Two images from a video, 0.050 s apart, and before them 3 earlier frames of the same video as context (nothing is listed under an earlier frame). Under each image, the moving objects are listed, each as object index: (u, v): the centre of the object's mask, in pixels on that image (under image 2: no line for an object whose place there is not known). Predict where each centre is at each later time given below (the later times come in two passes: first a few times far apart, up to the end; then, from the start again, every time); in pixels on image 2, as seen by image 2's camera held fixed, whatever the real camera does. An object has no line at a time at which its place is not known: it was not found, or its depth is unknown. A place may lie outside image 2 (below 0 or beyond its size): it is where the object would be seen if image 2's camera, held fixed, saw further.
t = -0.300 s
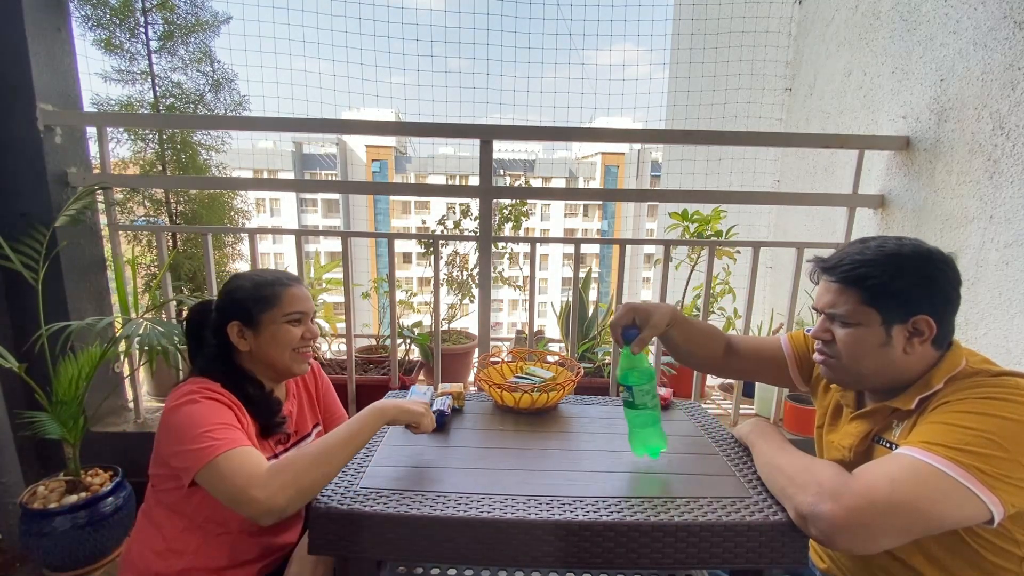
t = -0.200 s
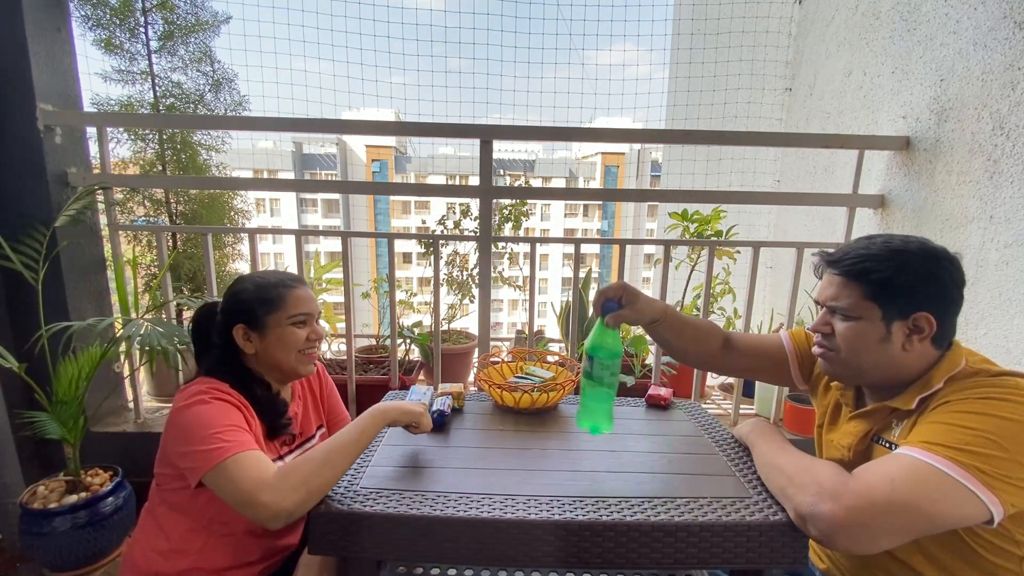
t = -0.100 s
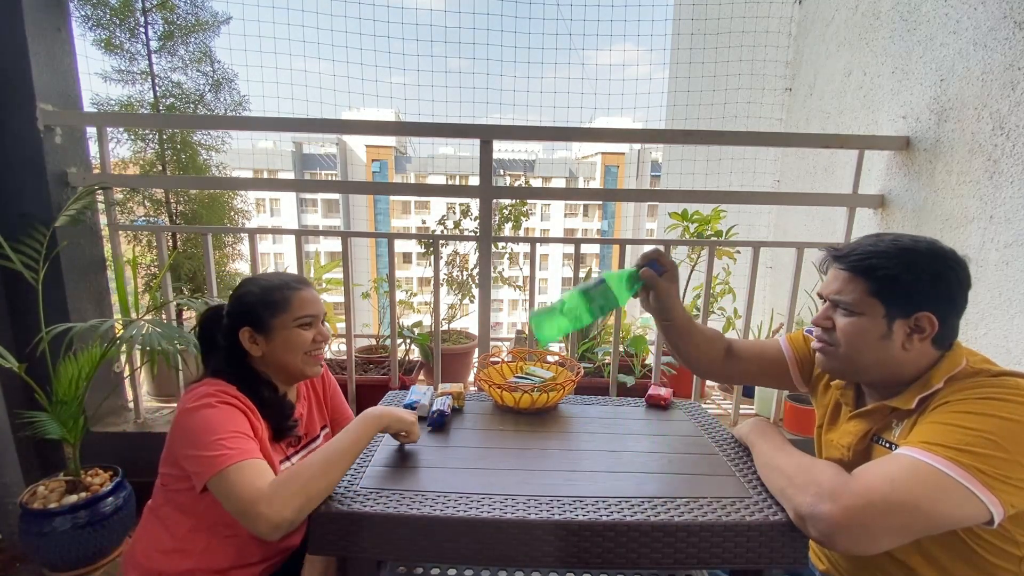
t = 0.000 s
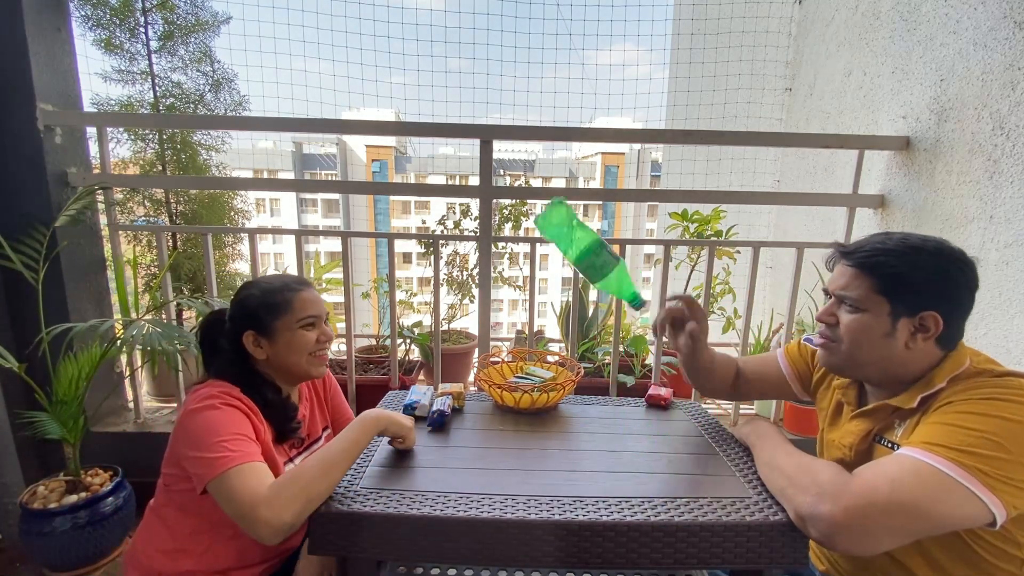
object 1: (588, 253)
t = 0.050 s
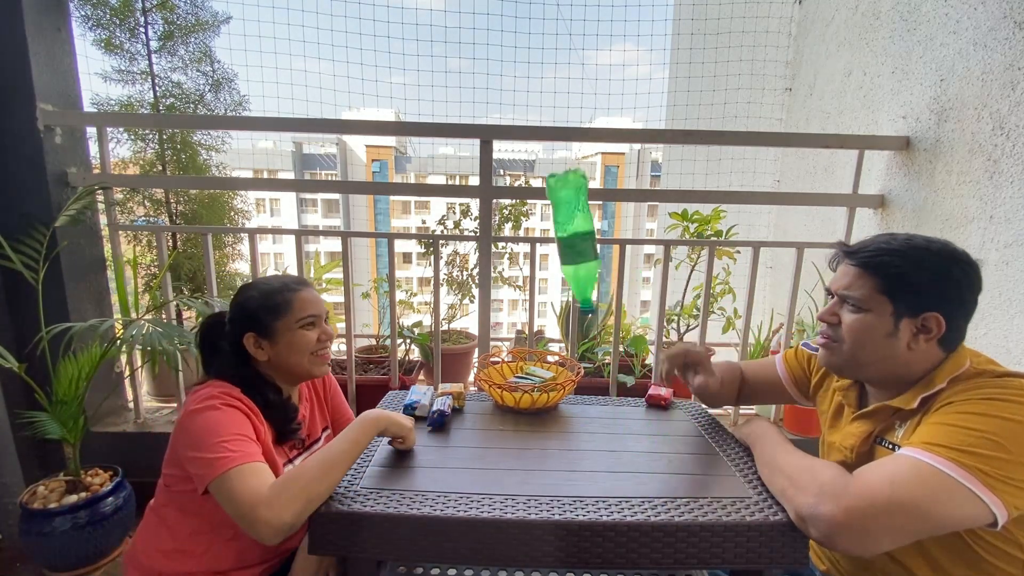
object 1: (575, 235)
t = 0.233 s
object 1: (552, 234)
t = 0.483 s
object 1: (574, 415)
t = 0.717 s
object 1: (559, 460)
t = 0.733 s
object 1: (558, 460)
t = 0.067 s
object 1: (571, 229)
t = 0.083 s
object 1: (567, 224)
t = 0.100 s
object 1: (563, 221)
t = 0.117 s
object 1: (560, 217)
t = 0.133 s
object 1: (557, 216)
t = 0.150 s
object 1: (555, 215)
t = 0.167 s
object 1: (554, 216)
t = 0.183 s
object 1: (553, 218)
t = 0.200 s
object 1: (552, 222)
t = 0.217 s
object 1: (553, 227)
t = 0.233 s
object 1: (552, 234)
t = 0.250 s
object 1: (554, 243)
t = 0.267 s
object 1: (556, 254)
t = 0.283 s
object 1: (558, 267)
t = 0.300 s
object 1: (560, 283)
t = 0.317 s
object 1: (563, 301)
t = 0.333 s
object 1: (565, 320)
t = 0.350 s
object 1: (568, 340)
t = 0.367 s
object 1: (570, 362)
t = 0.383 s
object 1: (571, 385)
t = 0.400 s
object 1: (572, 409)
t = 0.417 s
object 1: (572, 420)
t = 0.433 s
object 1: (570, 417)
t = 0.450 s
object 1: (569, 415)
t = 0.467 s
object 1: (571, 414)
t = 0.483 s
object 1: (574, 415)
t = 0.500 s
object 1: (576, 418)
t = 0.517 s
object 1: (577, 420)
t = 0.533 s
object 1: (578, 421)
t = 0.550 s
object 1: (577, 422)
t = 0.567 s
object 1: (577, 424)
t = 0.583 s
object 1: (576, 426)
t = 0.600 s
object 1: (575, 428)
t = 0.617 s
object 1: (573, 431)
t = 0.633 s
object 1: (570, 434)
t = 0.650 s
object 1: (568, 439)
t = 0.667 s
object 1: (565, 445)
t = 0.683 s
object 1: (562, 452)
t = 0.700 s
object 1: (560, 460)
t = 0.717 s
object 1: (559, 460)
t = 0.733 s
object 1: (558, 460)
